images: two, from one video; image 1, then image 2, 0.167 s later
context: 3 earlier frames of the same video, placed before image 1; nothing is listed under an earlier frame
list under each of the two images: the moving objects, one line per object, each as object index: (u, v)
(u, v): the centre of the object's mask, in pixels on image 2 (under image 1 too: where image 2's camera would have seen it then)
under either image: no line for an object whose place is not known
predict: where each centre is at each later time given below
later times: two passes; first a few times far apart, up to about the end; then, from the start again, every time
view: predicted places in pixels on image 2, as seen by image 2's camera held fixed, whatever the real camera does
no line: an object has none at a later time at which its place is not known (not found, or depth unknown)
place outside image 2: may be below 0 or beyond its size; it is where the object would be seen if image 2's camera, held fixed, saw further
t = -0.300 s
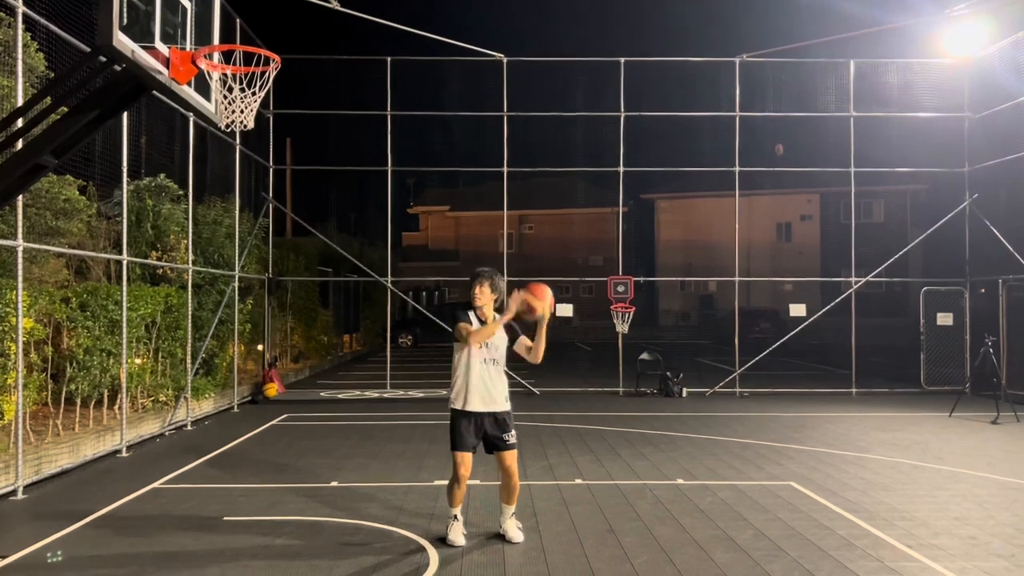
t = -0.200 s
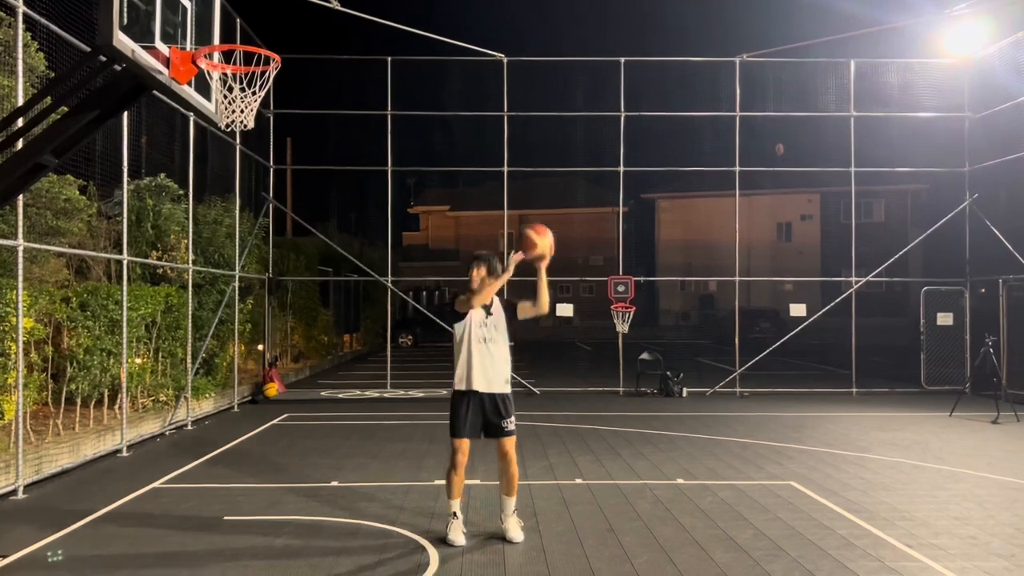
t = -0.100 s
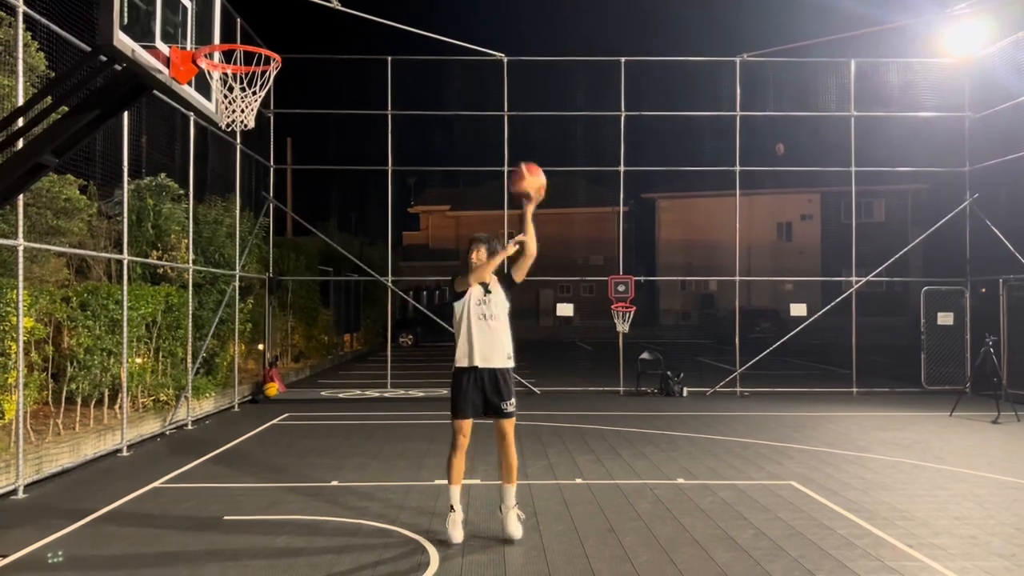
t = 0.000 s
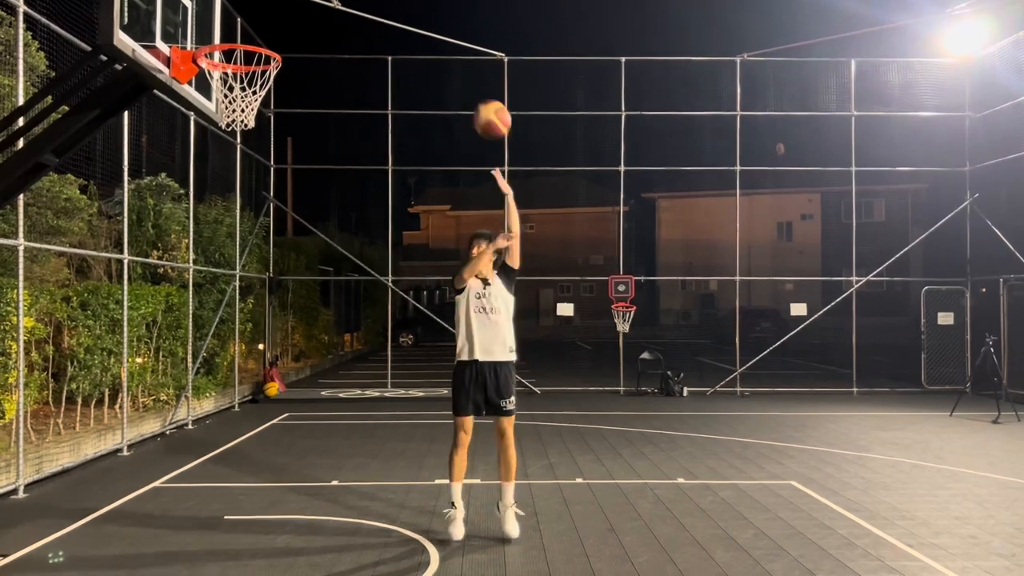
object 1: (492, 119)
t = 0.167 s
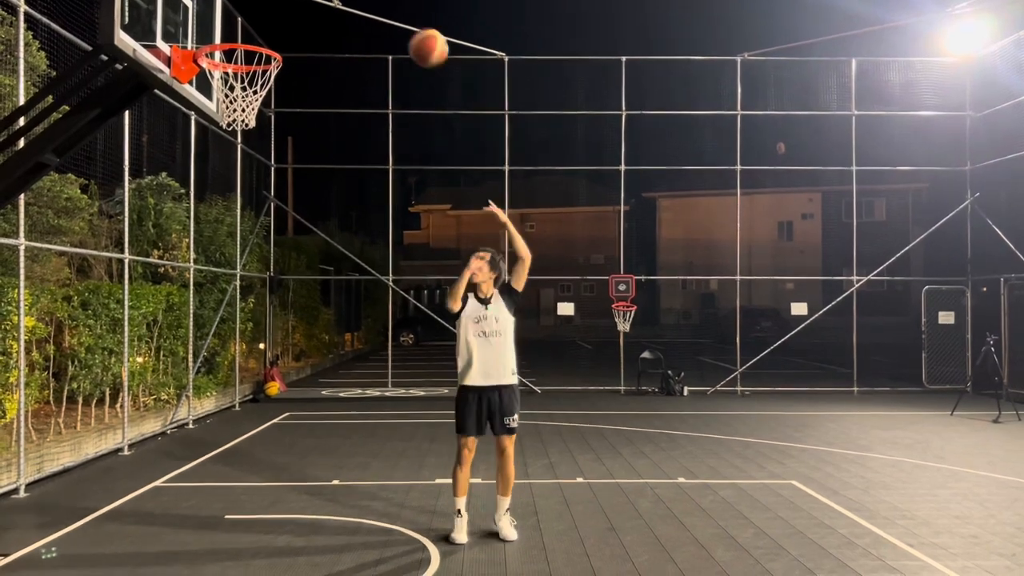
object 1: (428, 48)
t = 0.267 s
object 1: (389, 25)
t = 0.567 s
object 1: (272, 40)
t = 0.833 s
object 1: (221, 68)
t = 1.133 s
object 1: (238, 102)
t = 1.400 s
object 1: (269, 205)
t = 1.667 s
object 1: (294, 407)
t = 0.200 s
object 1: (415, 38)
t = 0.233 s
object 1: (402, 31)
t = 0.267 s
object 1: (389, 25)
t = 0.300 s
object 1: (376, 20)
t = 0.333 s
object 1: (363, 18)
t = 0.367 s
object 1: (350, 17)
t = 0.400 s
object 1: (337, 18)
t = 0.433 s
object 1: (323, 19)
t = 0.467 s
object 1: (310, 23)
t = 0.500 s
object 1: (297, 28)
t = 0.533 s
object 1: (284, 35)
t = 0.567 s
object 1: (272, 40)
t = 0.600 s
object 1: (262, 44)
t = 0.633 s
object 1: (256, 45)
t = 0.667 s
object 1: (246, 48)
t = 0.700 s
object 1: (239, 52)
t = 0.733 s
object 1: (230, 57)
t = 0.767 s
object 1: (227, 62)
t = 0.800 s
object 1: (226, 65)
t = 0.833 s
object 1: (221, 68)
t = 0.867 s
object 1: (219, 72)
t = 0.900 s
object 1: (217, 77)
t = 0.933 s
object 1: (216, 80)
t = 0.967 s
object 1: (220, 83)
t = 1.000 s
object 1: (221, 85)
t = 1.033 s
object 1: (226, 89)
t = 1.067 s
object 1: (230, 93)
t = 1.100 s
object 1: (234, 95)
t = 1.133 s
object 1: (238, 102)
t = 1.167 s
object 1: (241, 109)
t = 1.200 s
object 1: (244, 117)
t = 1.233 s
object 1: (250, 129)
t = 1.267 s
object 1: (254, 141)
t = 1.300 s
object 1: (257, 154)
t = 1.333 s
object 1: (261, 170)
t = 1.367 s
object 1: (265, 187)
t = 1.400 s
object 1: (269, 205)
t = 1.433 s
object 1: (272, 225)
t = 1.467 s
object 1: (275, 248)
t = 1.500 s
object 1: (279, 270)
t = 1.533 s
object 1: (283, 295)
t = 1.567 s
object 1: (286, 321)
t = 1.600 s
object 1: (289, 348)
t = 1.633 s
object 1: (291, 376)
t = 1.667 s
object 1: (294, 407)
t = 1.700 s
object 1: (297, 441)
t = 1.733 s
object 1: (299, 474)
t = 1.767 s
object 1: (301, 508)
